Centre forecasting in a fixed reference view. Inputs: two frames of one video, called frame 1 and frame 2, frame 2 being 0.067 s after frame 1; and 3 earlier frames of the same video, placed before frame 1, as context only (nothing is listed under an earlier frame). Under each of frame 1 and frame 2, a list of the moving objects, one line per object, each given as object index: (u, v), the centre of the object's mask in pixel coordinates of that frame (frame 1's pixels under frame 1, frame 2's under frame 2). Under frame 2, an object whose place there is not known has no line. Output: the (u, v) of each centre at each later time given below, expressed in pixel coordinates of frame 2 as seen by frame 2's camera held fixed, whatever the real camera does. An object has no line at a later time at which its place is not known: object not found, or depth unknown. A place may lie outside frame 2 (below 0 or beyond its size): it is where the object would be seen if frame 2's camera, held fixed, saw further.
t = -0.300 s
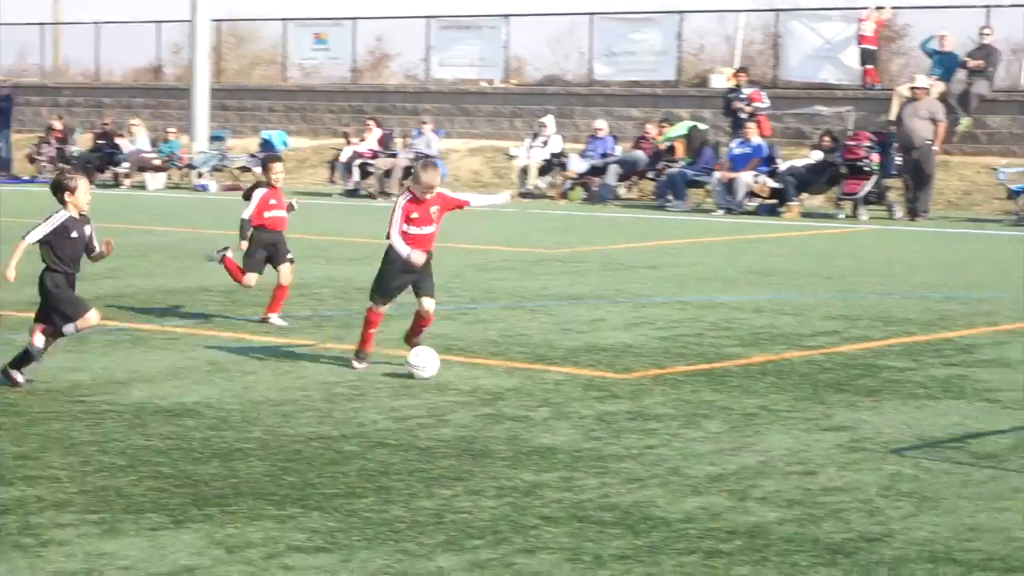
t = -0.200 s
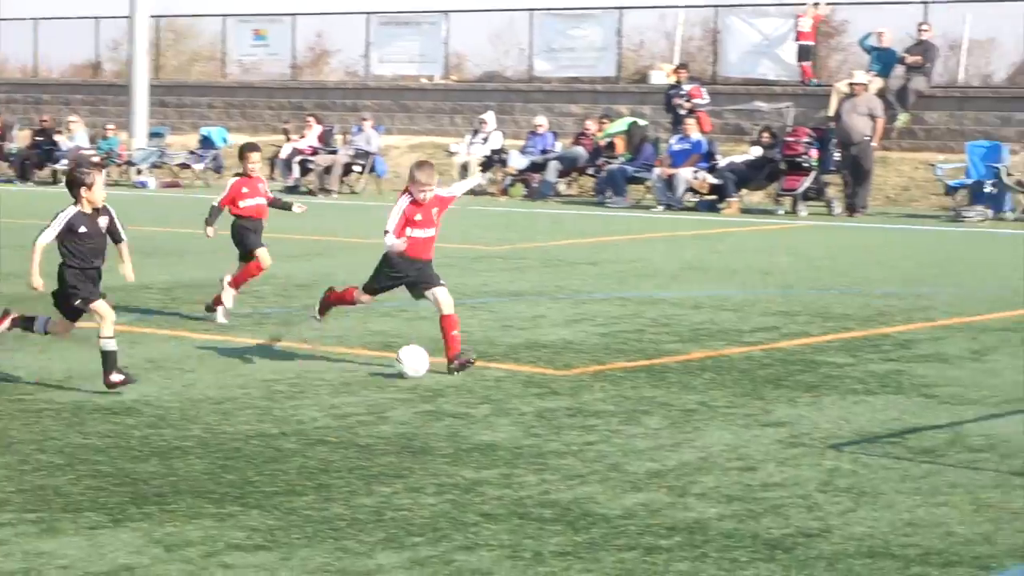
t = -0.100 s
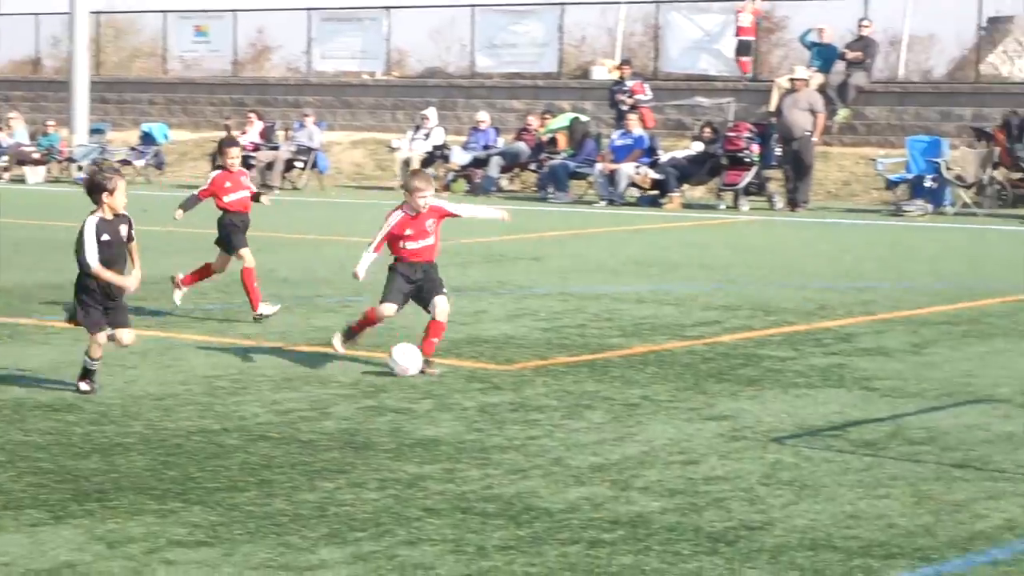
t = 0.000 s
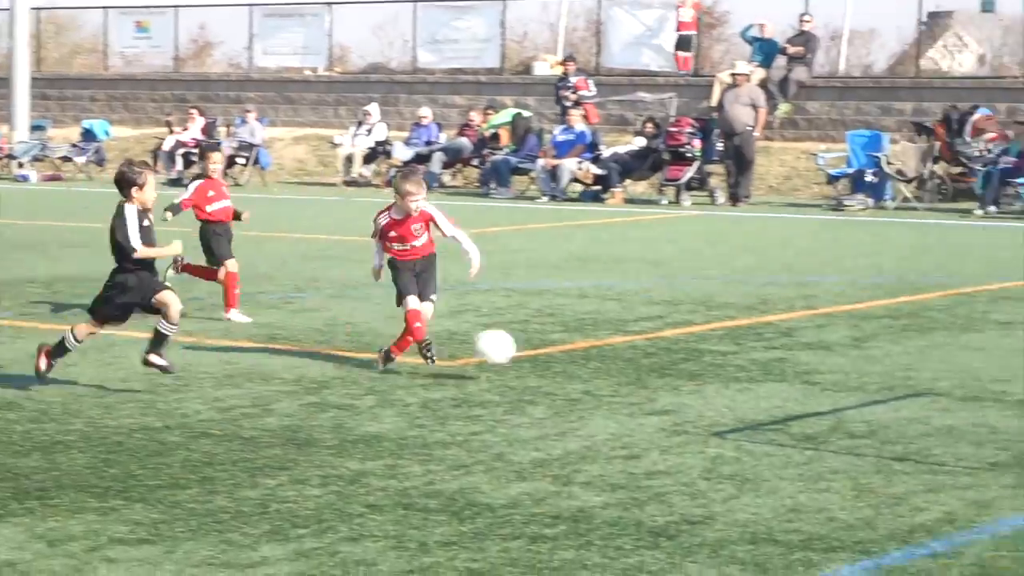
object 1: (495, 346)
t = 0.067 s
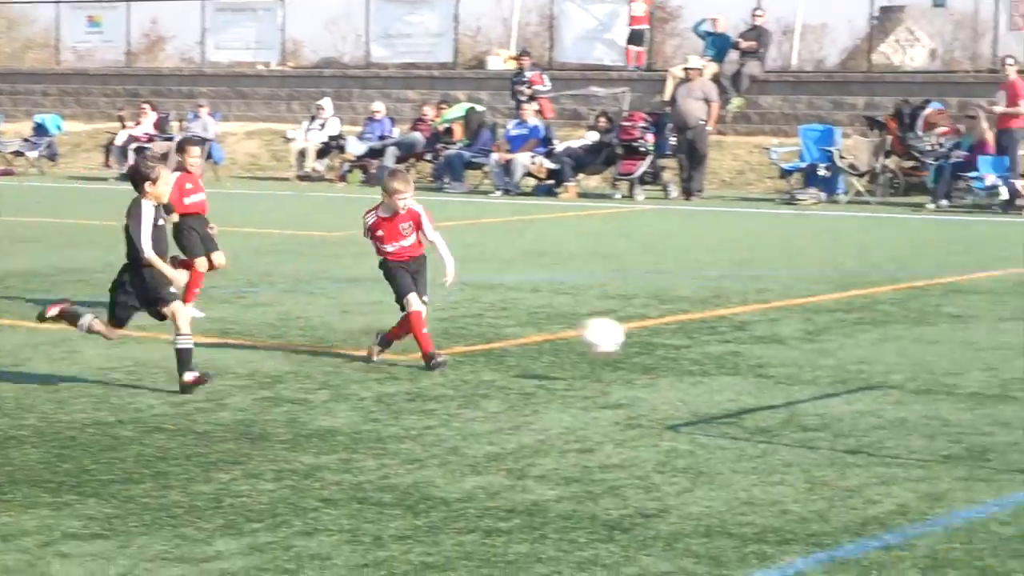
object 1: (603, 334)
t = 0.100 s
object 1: (681, 335)
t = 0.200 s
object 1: (937, 346)
